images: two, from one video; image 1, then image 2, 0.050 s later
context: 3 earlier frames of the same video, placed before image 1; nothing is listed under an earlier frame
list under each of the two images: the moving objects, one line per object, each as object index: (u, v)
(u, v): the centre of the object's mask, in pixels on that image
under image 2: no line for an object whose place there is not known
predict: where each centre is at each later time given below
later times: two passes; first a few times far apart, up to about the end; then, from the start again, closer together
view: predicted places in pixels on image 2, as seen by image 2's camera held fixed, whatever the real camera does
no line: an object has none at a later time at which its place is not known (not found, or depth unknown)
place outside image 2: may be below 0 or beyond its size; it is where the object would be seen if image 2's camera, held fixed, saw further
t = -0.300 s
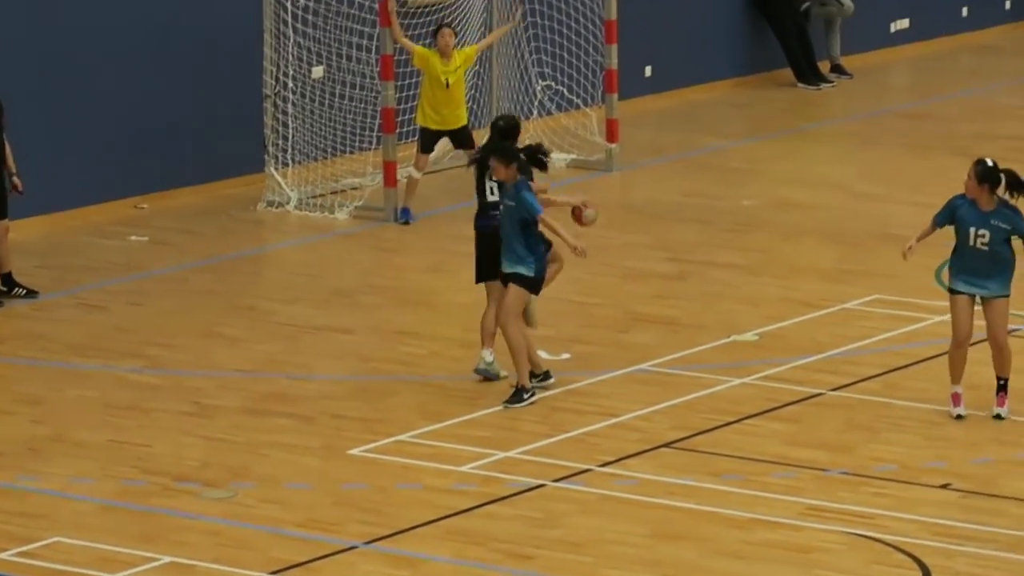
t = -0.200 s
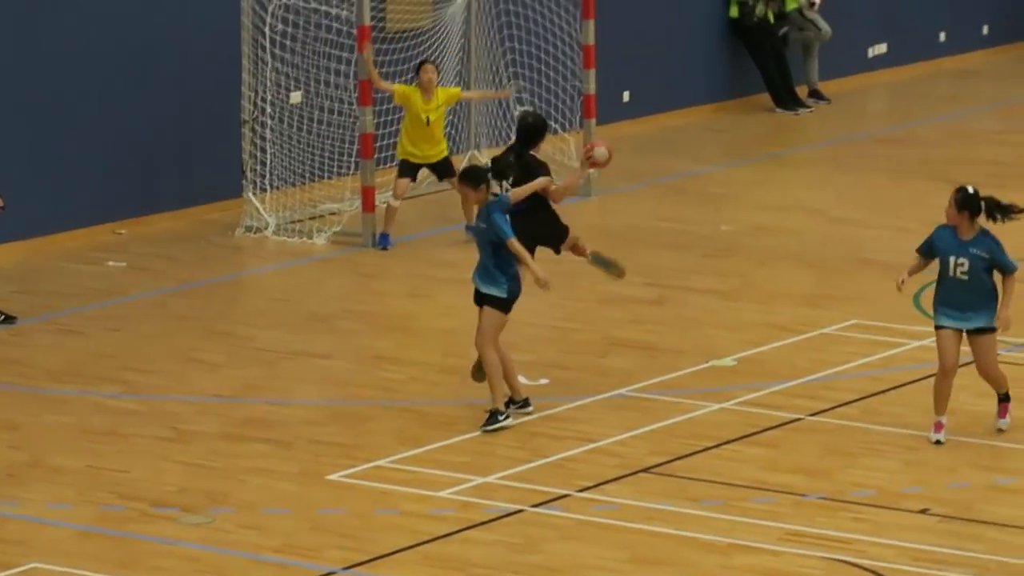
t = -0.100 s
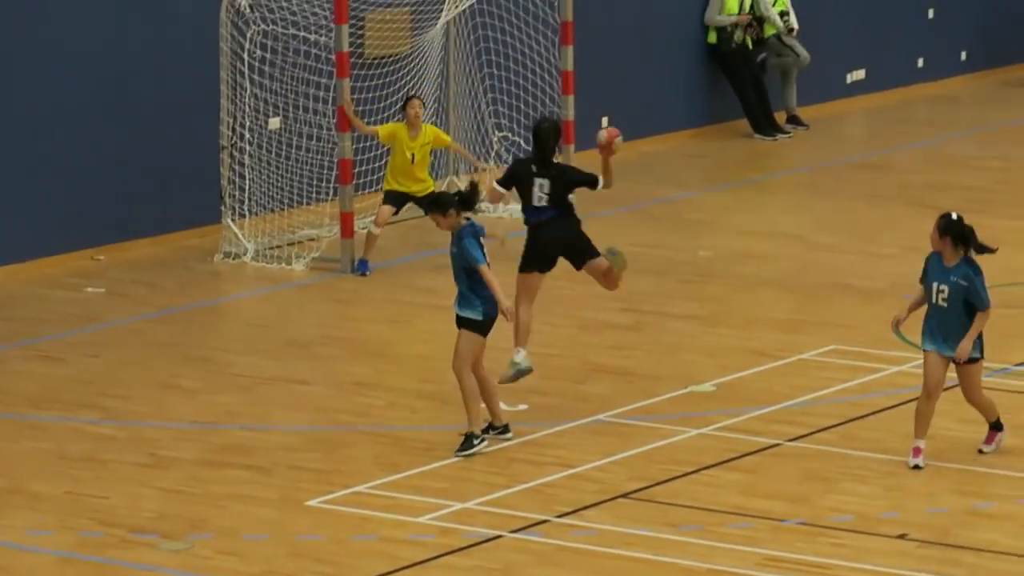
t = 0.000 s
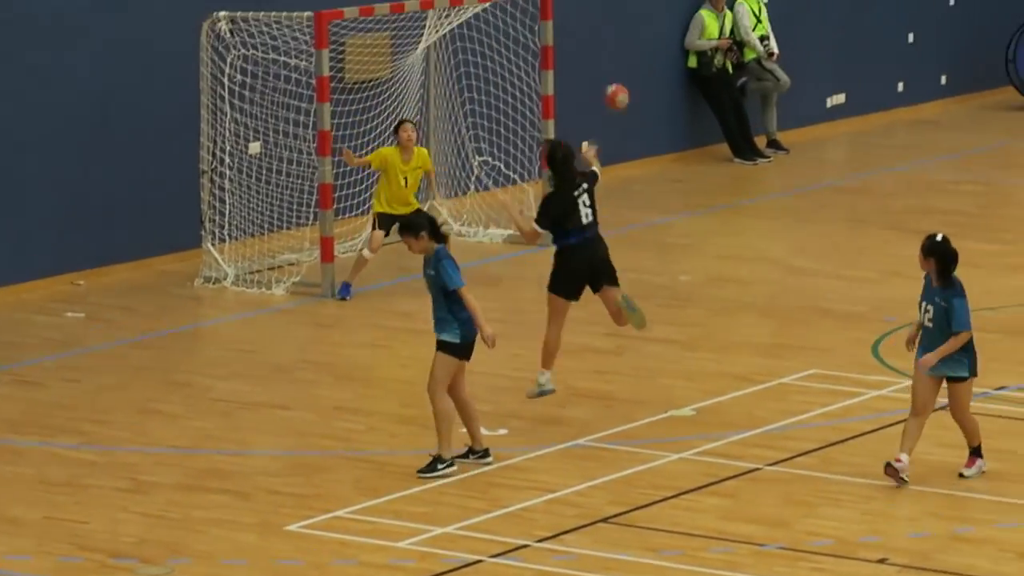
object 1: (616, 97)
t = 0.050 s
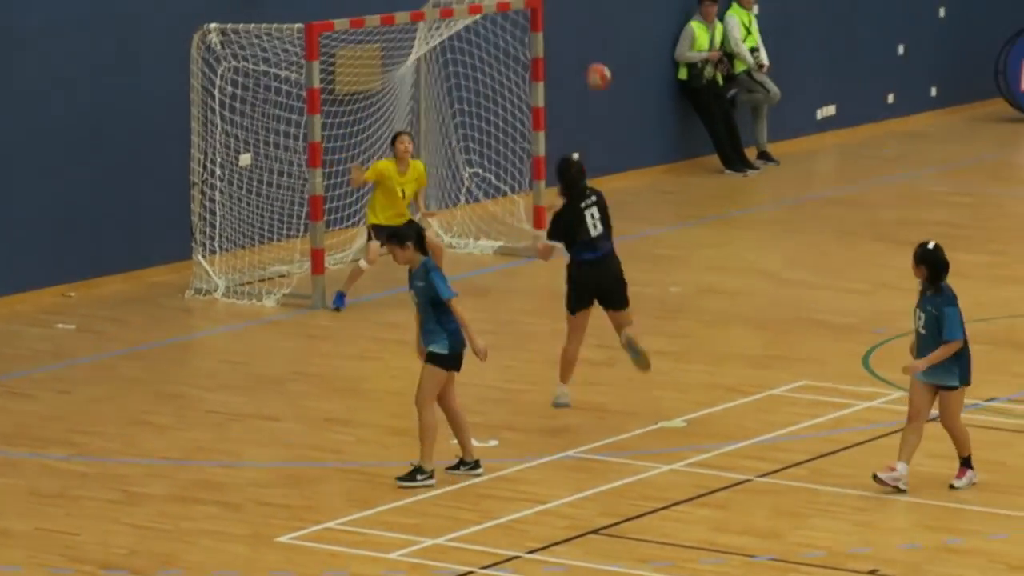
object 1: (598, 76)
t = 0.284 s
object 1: (564, -11)
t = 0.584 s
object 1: (530, -9)
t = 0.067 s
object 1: (595, 66)
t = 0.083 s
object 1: (593, 57)
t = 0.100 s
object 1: (590, 49)
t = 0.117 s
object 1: (587, 41)
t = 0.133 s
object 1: (584, 33)
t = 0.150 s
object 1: (582, 27)
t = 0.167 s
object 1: (580, 20)
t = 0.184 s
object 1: (577, 15)
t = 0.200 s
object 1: (574, 9)
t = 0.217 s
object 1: (572, 5)
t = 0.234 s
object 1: (570, 0)
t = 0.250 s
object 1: (568, -4)
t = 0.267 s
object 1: (566, -7)
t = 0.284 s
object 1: (564, -11)
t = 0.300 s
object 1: (561, -14)
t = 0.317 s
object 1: (560, -16)
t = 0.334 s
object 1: (558, -18)
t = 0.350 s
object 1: (555, -19)
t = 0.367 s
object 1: (553, -20)
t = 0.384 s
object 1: (551, -21)
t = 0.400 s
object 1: (549, -21)
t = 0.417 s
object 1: (548, -22)
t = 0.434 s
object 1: (546, -22)
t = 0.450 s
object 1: (544, -21)
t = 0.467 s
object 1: (542, -20)
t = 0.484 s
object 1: (541, -19)
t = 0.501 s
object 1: (539, -17)
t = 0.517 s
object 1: (537, -15)
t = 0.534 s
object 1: (535, -14)
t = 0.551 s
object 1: (533, -12)
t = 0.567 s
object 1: (530, -11)
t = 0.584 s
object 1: (530, -9)
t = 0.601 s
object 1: (528, -6)
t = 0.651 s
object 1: (547, 9)
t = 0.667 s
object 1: (558, 16)
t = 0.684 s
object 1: (576, 21)
